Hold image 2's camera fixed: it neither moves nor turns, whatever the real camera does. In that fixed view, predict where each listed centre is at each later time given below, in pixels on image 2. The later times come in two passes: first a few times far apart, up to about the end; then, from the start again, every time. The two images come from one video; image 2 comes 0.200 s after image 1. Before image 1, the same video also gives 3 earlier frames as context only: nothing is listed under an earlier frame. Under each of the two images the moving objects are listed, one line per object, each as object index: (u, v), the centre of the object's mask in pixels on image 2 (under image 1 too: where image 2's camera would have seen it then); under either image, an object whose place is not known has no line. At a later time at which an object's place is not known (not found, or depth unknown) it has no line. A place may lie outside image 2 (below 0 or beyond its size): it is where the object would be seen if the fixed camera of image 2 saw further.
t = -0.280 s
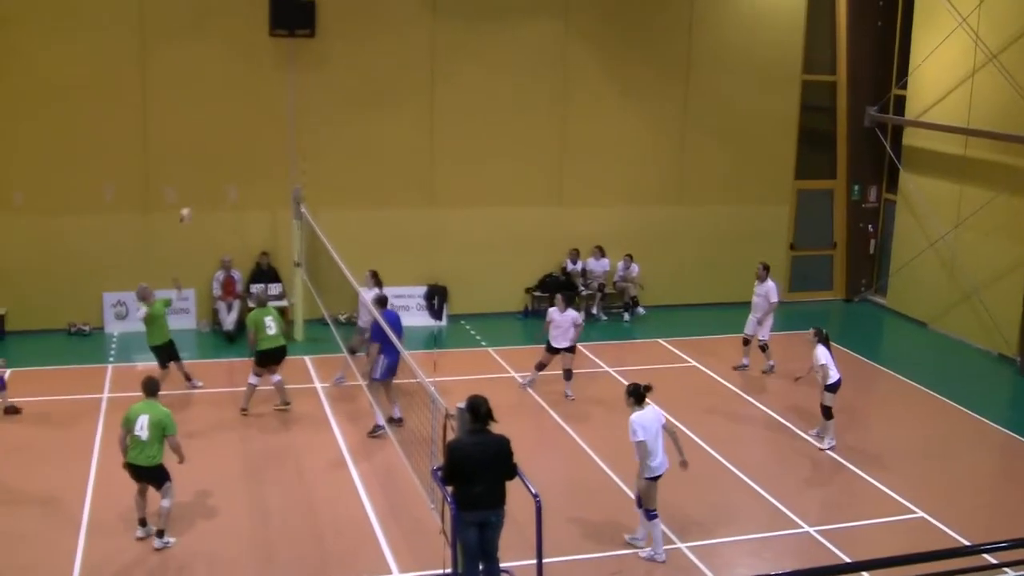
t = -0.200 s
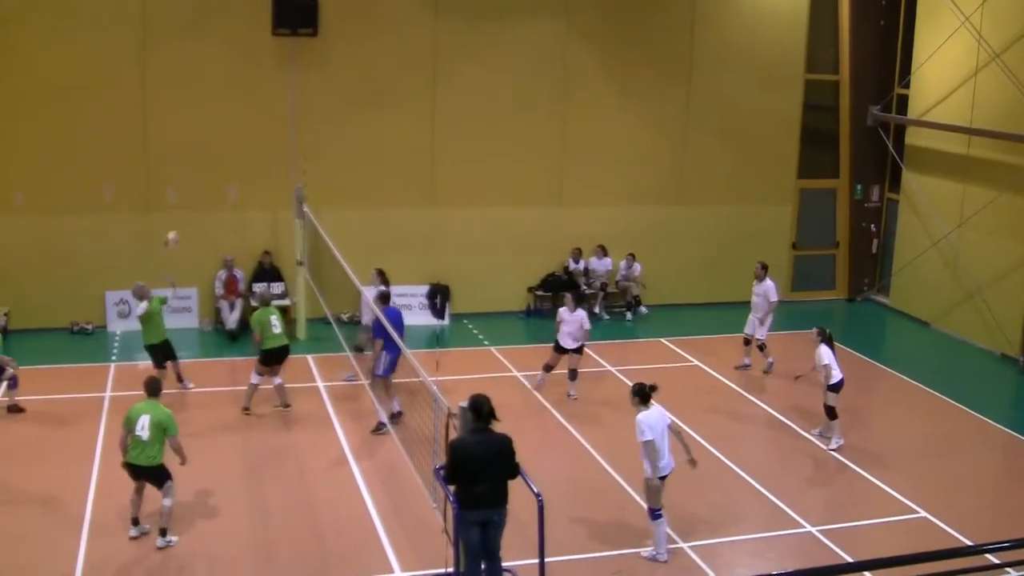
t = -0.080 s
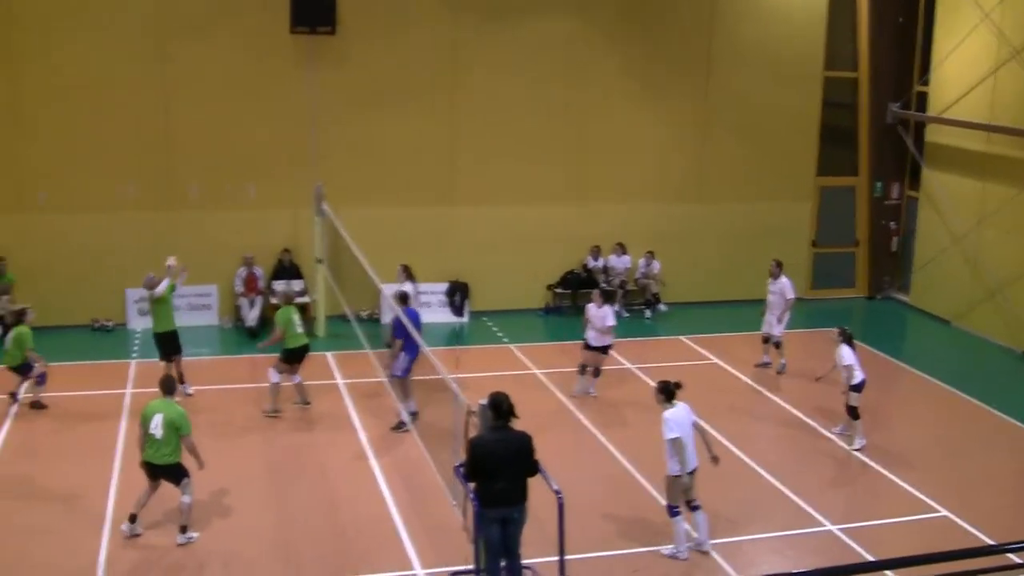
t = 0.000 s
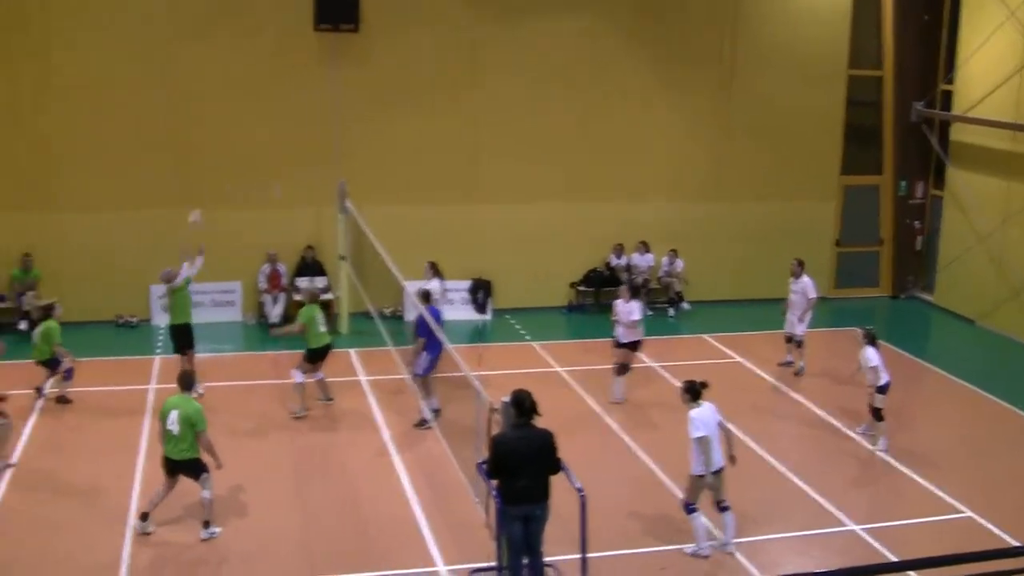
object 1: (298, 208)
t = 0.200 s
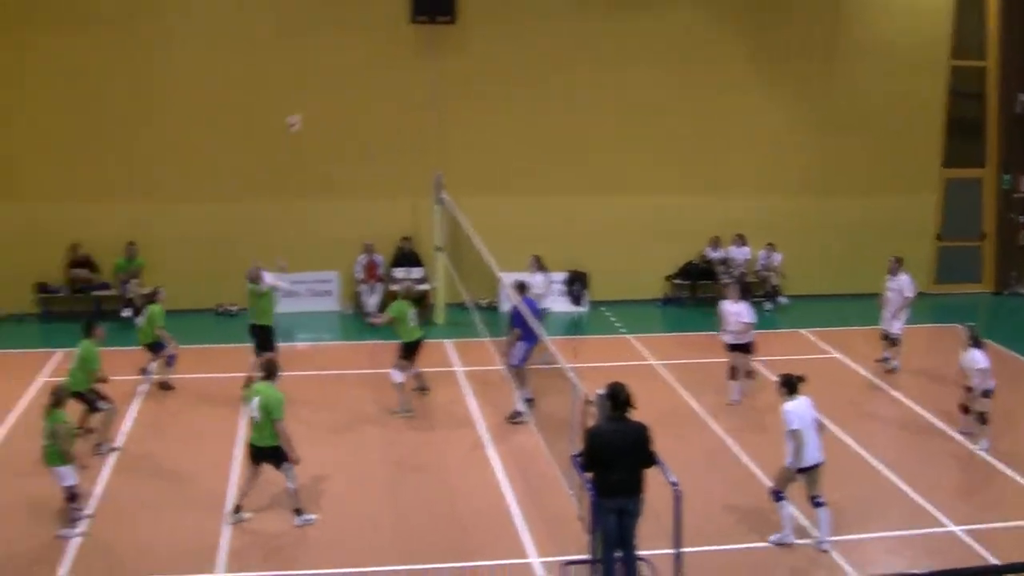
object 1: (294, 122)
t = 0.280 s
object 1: (297, 95)
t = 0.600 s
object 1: (304, 33)
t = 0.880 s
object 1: (314, 42)
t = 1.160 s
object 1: (319, 119)
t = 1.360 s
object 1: (326, 212)
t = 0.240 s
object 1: (296, 107)
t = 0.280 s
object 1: (297, 95)
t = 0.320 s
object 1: (299, 83)
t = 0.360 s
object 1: (299, 72)
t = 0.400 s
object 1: (300, 63)
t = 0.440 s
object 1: (301, 54)
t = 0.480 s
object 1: (301, 47)
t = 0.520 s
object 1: (302, 41)
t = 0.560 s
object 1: (303, 36)
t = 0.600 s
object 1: (304, 33)
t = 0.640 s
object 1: (305, 31)
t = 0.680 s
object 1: (306, 29)
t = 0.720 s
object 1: (307, 30)
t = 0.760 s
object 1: (308, 31)
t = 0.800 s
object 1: (309, 34)
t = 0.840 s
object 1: (311, 38)
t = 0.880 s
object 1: (314, 42)
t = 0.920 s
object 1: (313, 51)
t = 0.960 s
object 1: (313, 59)
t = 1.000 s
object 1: (315, 68)
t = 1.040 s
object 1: (316, 79)
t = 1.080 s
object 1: (317, 91)
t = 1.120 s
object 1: (318, 105)
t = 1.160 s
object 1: (319, 119)
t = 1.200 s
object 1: (321, 136)
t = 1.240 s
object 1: (322, 153)
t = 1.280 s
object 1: (323, 172)
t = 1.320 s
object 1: (325, 191)
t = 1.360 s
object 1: (326, 212)
